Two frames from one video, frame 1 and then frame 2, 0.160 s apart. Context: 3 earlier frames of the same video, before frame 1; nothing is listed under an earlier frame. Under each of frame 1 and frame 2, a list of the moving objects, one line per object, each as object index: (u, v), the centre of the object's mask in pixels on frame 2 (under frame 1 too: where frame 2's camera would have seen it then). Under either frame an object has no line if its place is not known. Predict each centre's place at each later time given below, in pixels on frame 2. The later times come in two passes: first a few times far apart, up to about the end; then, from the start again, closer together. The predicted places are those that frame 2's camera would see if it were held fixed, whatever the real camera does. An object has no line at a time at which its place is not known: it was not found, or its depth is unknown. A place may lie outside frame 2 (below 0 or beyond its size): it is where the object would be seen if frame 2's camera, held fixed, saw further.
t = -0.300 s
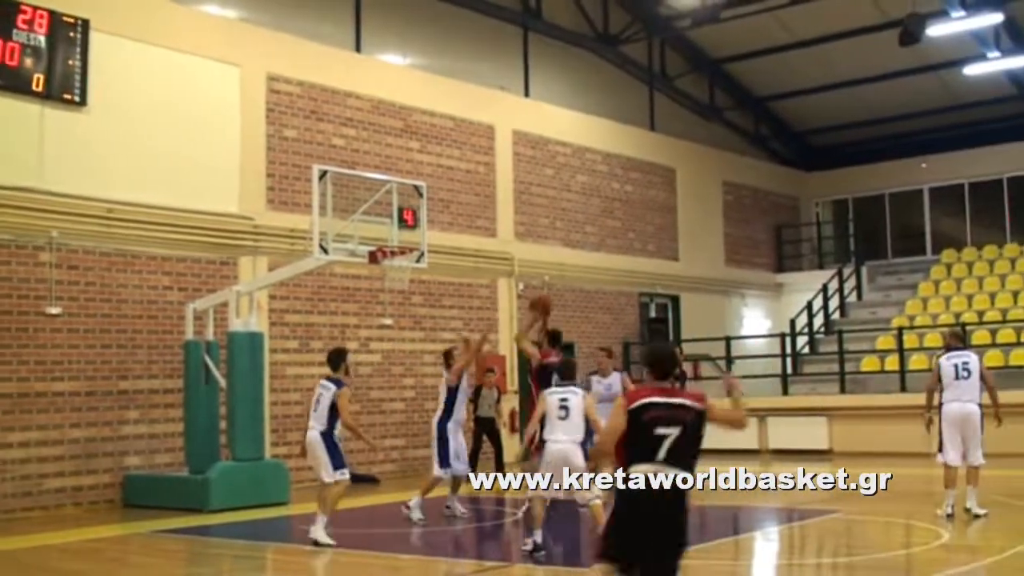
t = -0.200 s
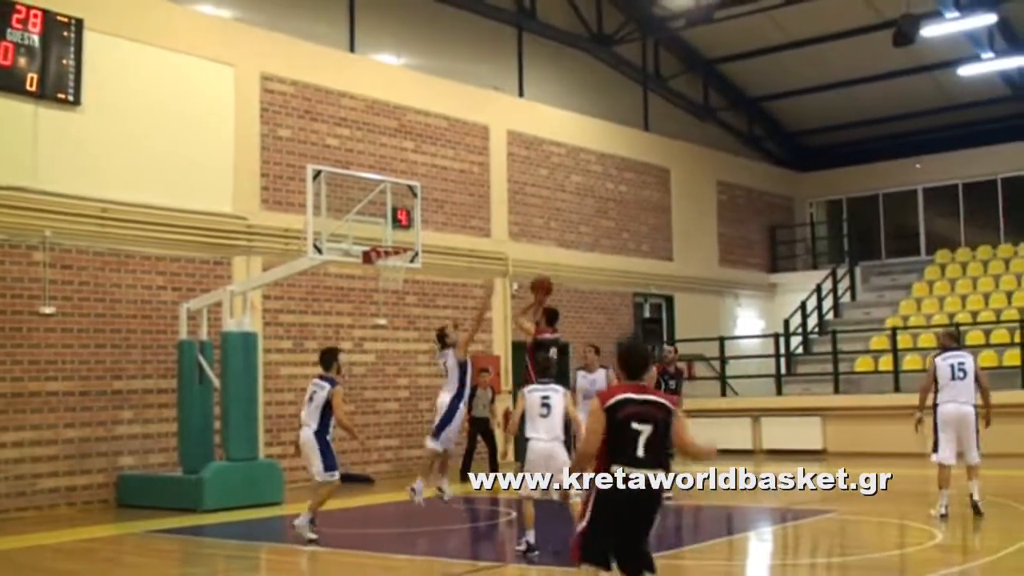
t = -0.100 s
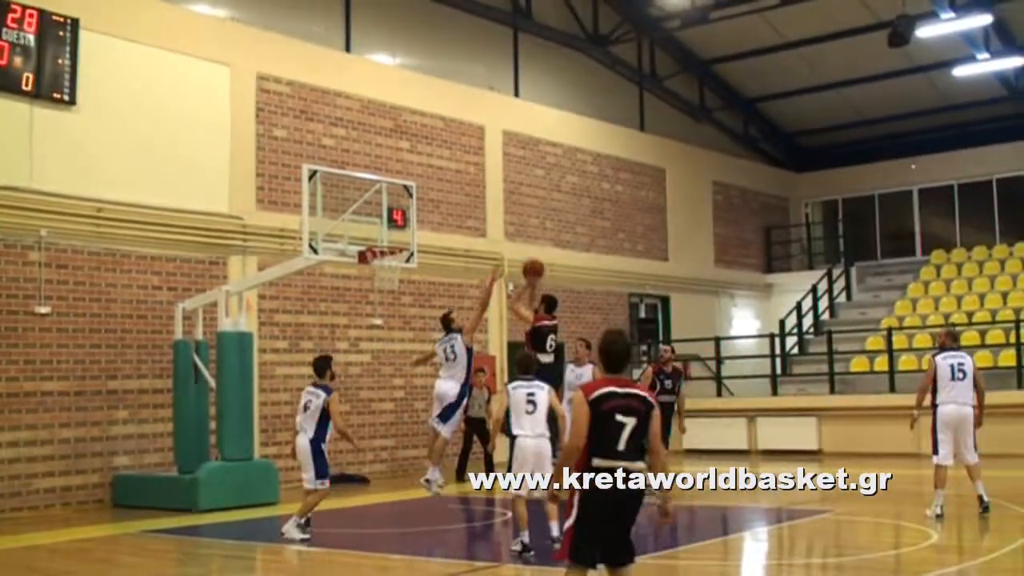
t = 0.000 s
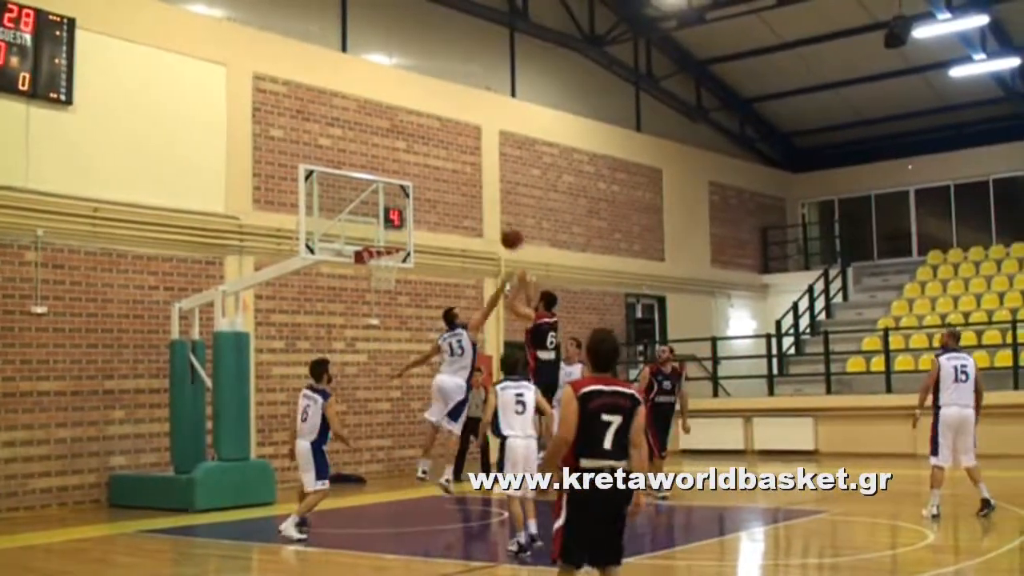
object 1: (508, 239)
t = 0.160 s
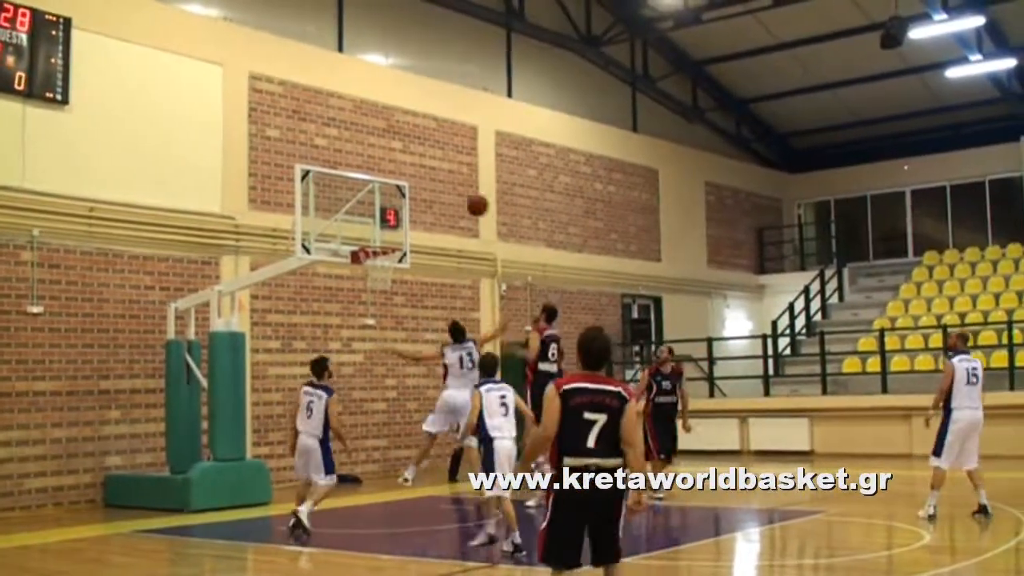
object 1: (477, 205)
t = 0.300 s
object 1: (452, 195)
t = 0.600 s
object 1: (401, 230)
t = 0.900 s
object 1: (375, 243)
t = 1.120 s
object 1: (382, 248)
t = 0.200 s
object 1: (470, 201)
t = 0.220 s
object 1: (466, 199)
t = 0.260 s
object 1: (459, 196)
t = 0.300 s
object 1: (452, 195)
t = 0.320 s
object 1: (448, 195)
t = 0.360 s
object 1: (441, 195)
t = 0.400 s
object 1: (434, 199)
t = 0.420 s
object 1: (431, 200)
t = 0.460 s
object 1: (424, 204)
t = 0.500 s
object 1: (417, 210)
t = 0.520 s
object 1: (415, 213)
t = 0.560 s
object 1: (408, 221)
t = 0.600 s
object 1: (401, 230)
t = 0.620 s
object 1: (398, 235)
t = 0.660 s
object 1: (392, 238)
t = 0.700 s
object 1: (389, 238)
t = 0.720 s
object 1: (387, 238)
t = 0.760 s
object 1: (382, 239)
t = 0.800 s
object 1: (378, 244)
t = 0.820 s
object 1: (377, 244)
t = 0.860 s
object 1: (376, 244)
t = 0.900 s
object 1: (375, 243)
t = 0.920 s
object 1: (375, 243)
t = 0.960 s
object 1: (375, 243)
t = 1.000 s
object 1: (375, 244)
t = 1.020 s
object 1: (375, 244)
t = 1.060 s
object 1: (378, 245)
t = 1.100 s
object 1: (380, 247)
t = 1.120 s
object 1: (382, 248)
